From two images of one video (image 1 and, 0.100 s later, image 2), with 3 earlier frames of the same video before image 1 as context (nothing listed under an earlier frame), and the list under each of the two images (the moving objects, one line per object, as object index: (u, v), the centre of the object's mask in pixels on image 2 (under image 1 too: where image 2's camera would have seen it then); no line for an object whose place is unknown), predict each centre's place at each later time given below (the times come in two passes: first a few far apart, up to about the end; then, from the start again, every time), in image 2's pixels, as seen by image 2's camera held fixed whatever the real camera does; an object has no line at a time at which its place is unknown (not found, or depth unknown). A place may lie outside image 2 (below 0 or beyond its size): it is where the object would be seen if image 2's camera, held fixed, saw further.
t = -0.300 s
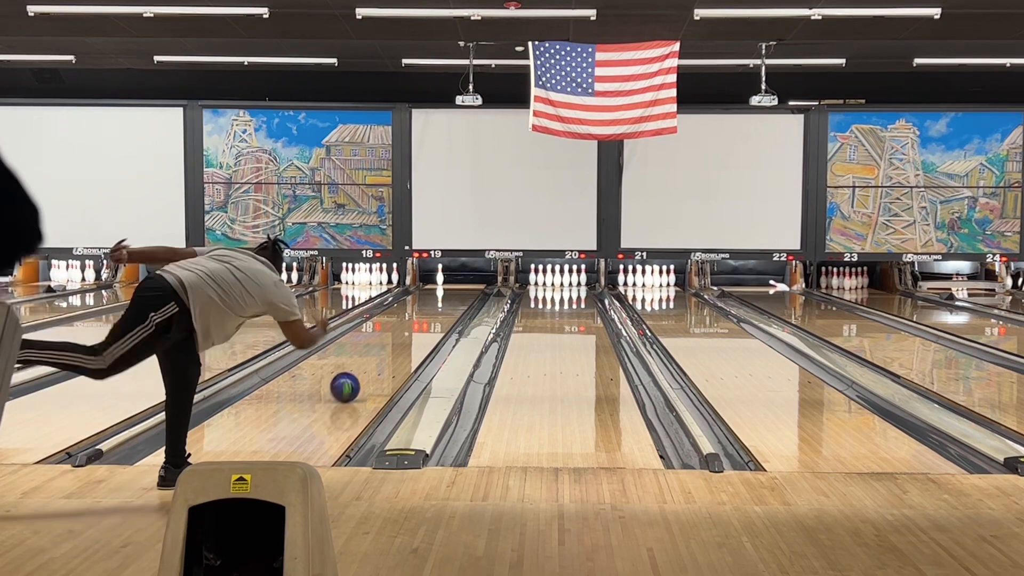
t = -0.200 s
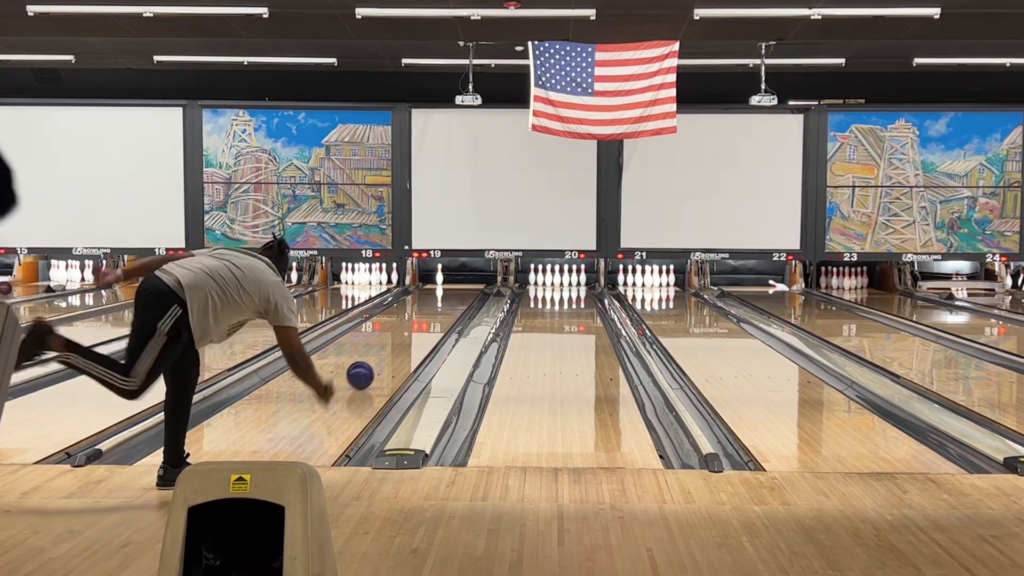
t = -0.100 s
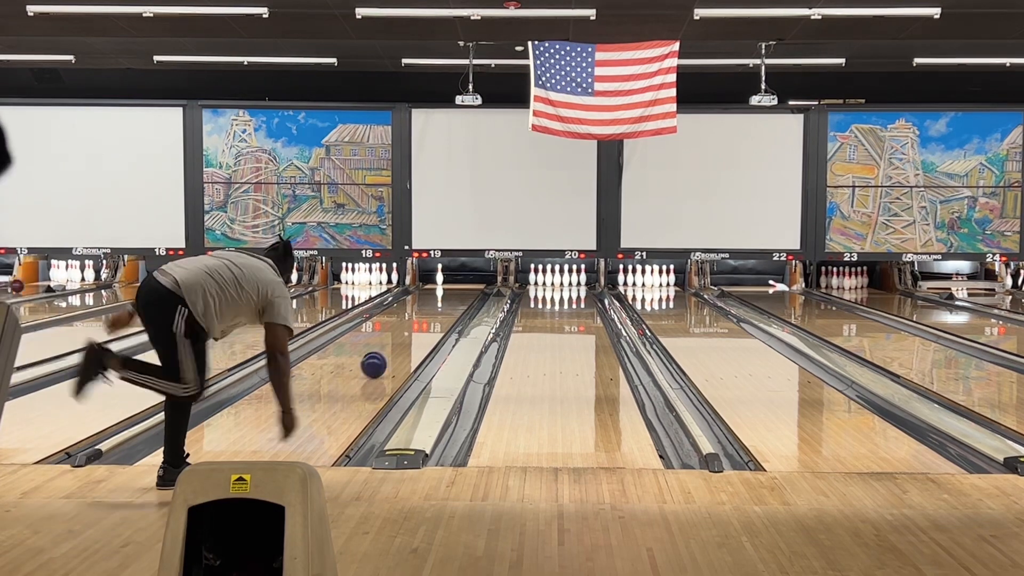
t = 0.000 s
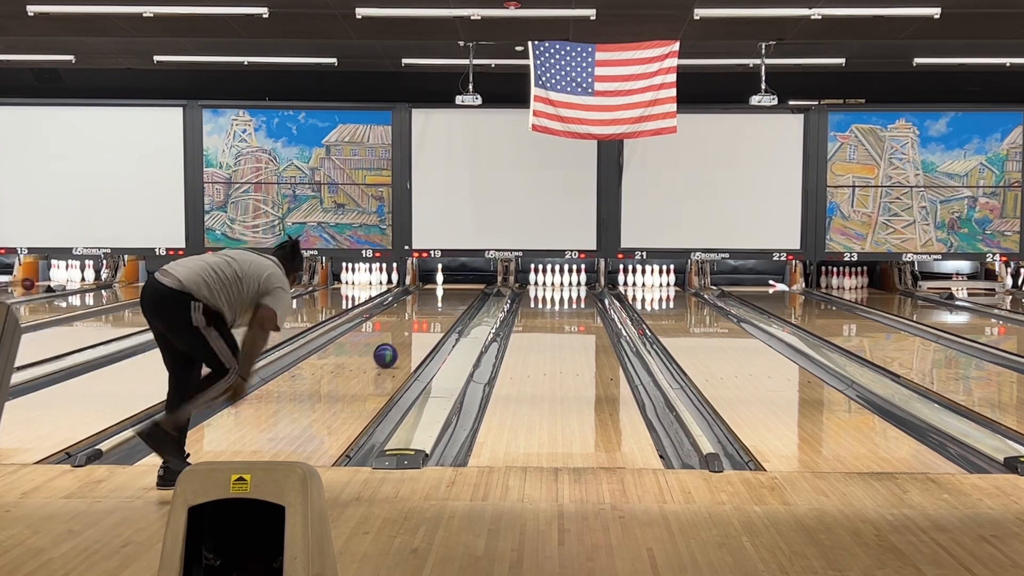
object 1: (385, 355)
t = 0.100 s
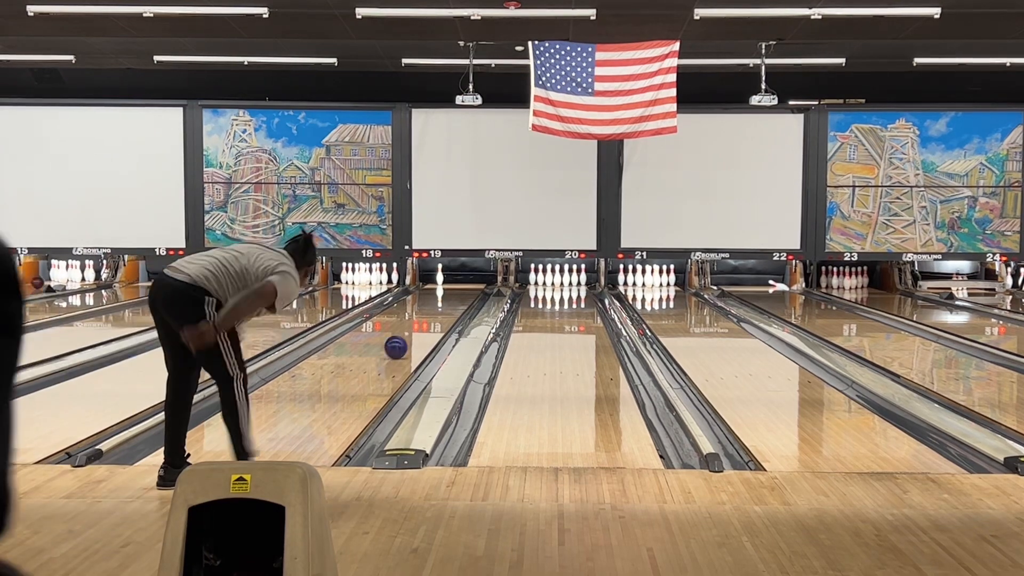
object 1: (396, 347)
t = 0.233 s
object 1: (407, 338)
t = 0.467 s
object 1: (424, 323)
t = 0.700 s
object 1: (436, 313)
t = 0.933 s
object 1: (445, 303)
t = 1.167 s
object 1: (451, 297)
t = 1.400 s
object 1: (453, 290)
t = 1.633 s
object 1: (450, 286)
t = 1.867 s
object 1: (444, 281)
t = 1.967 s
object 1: (441, 279)
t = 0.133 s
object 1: (399, 345)
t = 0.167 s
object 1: (402, 342)
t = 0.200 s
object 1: (405, 340)
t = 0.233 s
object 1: (407, 338)
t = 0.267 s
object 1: (410, 335)
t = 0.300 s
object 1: (413, 333)
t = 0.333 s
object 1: (415, 331)
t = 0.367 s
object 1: (418, 329)
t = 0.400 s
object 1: (420, 327)
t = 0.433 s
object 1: (422, 325)
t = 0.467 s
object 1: (424, 323)
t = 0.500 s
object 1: (426, 322)
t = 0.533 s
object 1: (428, 320)
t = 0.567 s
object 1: (430, 319)
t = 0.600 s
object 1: (432, 317)
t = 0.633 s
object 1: (433, 316)
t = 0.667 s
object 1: (435, 314)
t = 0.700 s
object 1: (436, 313)
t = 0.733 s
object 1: (438, 311)
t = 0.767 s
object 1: (439, 310)
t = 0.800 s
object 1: (441, 308)
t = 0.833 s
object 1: (442, 307)
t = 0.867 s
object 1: (443, 306)
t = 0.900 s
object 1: (444, 305)
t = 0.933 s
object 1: (445, 303)
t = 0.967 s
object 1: (446, 303)
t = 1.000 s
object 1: (448, 301)
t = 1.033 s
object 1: (448, 300)
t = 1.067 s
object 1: (449, 299)
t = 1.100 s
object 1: (450, 299)
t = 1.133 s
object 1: (451, 298)
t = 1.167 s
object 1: (451, 297)
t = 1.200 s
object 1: (452, 296)
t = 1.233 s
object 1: (452, 295)
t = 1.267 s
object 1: (452, 294)
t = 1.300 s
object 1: (453, 293)
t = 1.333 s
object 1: (453, 292)
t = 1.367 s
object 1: (453, 291)
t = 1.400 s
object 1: (453, 290)
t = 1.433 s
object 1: (452, 289)
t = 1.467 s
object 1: (452, 289)
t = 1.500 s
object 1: (452, 288)
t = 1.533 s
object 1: (451, 287)
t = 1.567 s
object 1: (451, 287)
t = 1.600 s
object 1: (451, 286)
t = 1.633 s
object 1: (450, 286)
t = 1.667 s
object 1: (449, 285)
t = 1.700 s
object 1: (448, 284)
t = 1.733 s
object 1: (448, 284)
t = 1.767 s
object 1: (447, 282)
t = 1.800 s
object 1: (446, 282)
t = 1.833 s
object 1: (445, 281)
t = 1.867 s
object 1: (444, 281)
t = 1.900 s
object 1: (443, 280)
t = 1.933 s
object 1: (442, 279)
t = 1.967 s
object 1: (441, 279)
